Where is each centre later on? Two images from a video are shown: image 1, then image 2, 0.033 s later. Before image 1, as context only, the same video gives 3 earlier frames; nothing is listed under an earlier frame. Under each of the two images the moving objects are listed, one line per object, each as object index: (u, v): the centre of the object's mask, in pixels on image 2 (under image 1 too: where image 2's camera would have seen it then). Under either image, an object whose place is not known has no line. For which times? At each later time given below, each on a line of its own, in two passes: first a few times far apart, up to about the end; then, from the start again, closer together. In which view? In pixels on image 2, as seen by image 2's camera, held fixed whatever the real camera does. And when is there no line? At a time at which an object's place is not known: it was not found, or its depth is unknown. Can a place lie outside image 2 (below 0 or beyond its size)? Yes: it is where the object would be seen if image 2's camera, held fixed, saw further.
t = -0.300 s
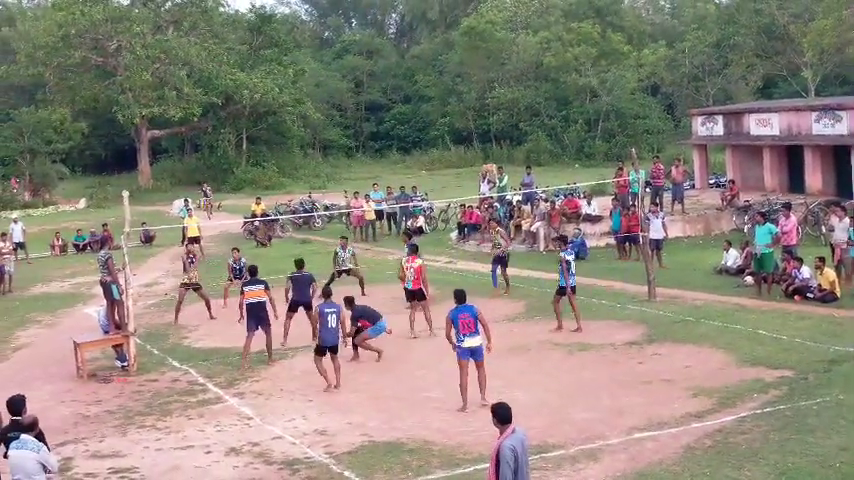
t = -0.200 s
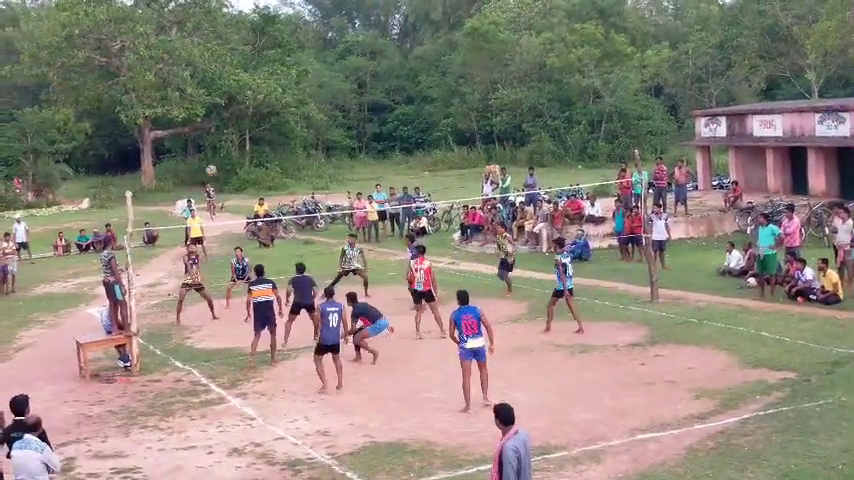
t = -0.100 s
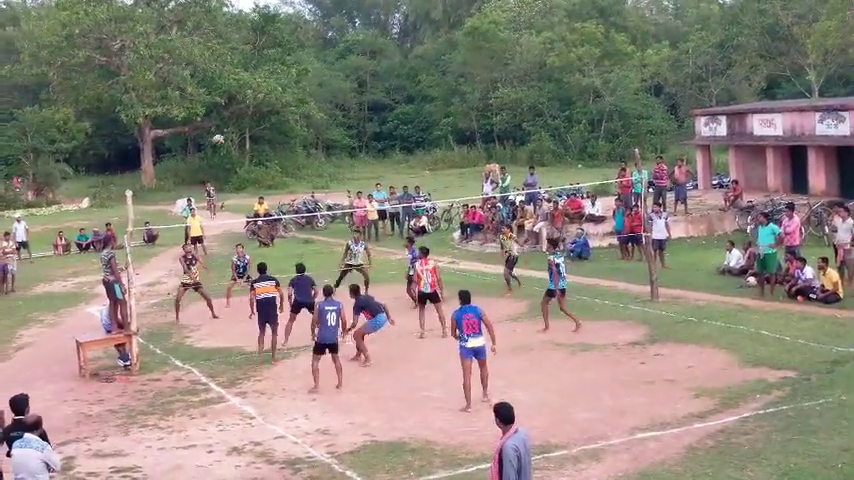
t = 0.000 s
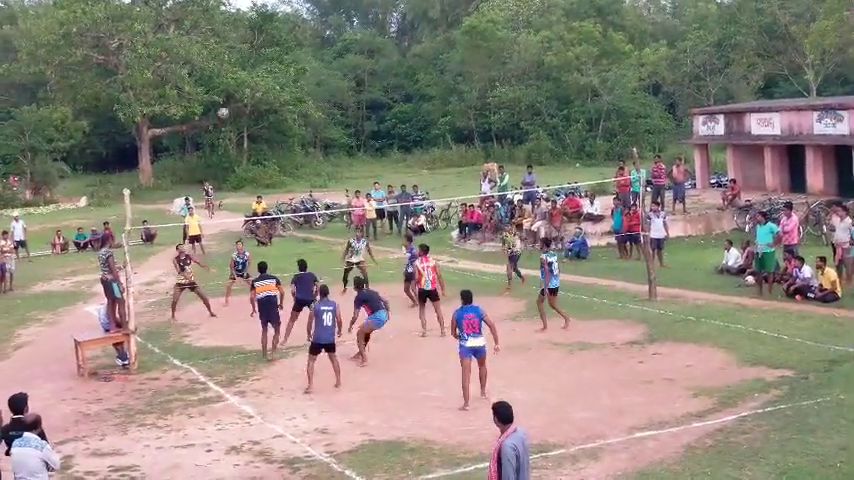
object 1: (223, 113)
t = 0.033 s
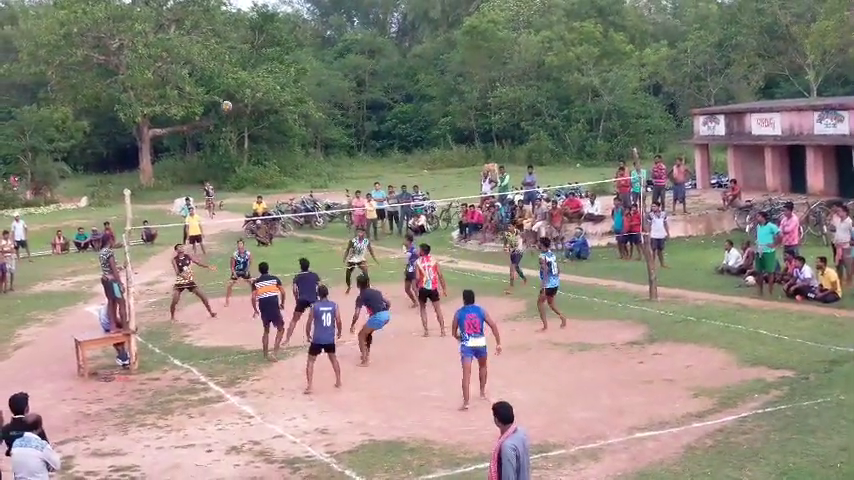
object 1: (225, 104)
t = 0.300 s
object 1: (246, 64)
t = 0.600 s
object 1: (272, 57)
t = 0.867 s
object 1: (297, 86)
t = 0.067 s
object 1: (227, 99)
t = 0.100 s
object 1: (230, 92)
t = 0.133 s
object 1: (232, 86)
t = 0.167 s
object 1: (235, 79)
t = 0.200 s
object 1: (239, 74)
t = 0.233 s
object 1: (242, 70)
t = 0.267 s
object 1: (244, 67)
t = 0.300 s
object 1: (246, 64)
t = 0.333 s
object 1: (249, 61)
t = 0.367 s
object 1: (252, 58)
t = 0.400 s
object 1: (255, 56)
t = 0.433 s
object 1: (257, 55)
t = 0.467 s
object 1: (260, 54)
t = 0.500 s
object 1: (263, 53)
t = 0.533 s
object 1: (266, 54)
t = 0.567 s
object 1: (269, 55)
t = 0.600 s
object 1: (272, 57)
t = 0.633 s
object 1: (275, 59)
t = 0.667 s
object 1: (278, 60)
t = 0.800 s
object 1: (291, 76)
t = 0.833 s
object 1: (294, 79)
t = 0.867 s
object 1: (297, 86)
